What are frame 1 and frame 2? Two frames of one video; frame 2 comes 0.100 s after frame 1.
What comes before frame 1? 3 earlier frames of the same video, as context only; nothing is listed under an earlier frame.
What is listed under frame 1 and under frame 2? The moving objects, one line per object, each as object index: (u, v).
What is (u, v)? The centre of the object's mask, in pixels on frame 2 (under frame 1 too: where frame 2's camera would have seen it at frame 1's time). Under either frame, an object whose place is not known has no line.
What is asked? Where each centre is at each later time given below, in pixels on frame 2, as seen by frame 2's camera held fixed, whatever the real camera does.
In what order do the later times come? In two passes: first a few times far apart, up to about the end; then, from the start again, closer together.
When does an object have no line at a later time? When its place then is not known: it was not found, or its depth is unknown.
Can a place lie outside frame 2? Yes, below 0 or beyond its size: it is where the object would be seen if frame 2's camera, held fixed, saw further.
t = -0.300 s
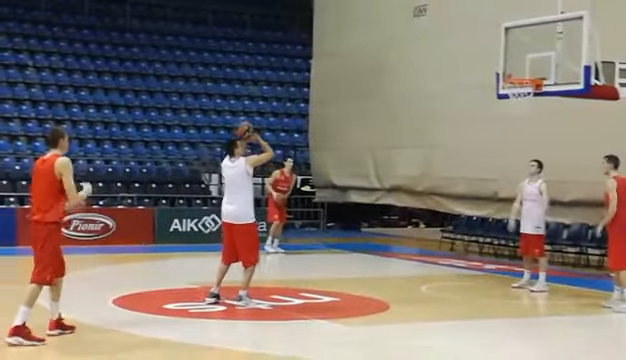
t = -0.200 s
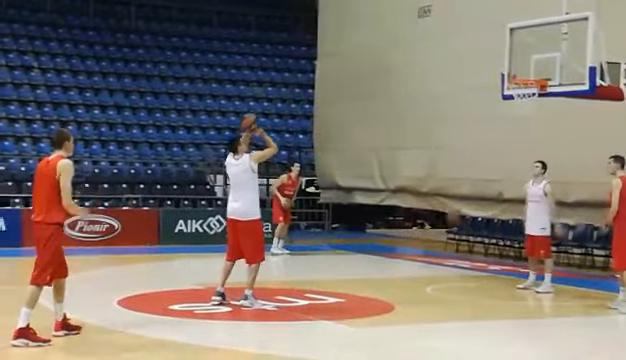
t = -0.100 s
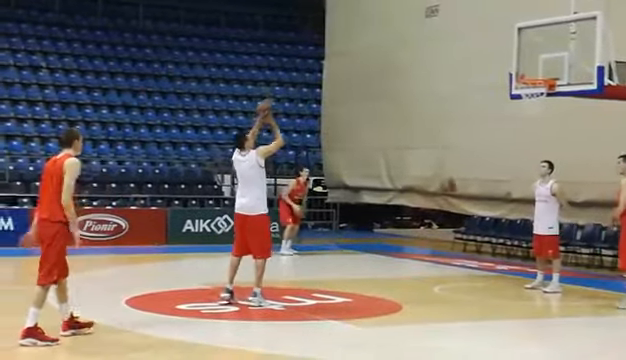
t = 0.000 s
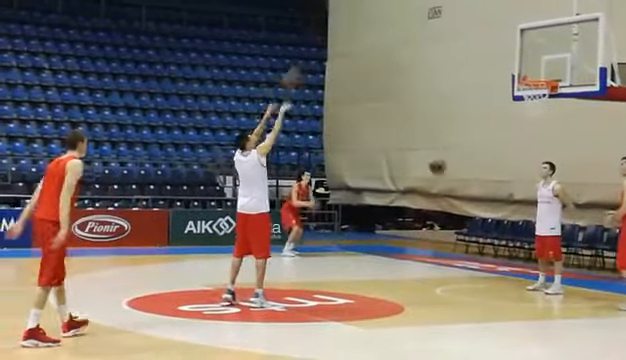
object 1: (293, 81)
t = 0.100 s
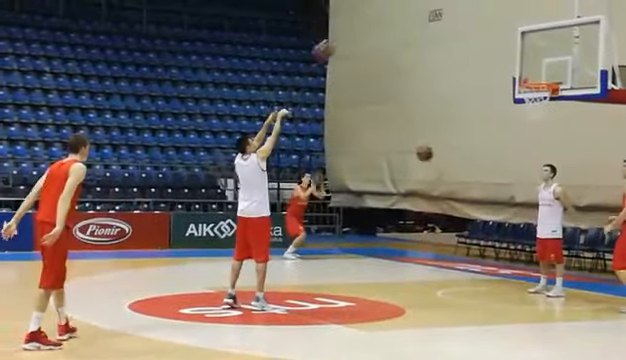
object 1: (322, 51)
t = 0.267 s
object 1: (371, 17)
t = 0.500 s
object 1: (433, 6)
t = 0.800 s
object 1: (506, 45)
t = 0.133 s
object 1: (333, 41)
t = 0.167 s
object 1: (344, 35)
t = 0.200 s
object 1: (353, 29)
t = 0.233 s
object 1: (362, 23)
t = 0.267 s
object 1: (371, 17)
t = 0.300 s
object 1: (380, 13)
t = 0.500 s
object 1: (433, 6)
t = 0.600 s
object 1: (458, 12)
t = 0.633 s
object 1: (467, 16)
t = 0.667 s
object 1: (475, 20)
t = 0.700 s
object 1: (483, 26)
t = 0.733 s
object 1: (491, 31)
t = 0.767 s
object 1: (499, 37)
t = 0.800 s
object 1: (506, 45)
